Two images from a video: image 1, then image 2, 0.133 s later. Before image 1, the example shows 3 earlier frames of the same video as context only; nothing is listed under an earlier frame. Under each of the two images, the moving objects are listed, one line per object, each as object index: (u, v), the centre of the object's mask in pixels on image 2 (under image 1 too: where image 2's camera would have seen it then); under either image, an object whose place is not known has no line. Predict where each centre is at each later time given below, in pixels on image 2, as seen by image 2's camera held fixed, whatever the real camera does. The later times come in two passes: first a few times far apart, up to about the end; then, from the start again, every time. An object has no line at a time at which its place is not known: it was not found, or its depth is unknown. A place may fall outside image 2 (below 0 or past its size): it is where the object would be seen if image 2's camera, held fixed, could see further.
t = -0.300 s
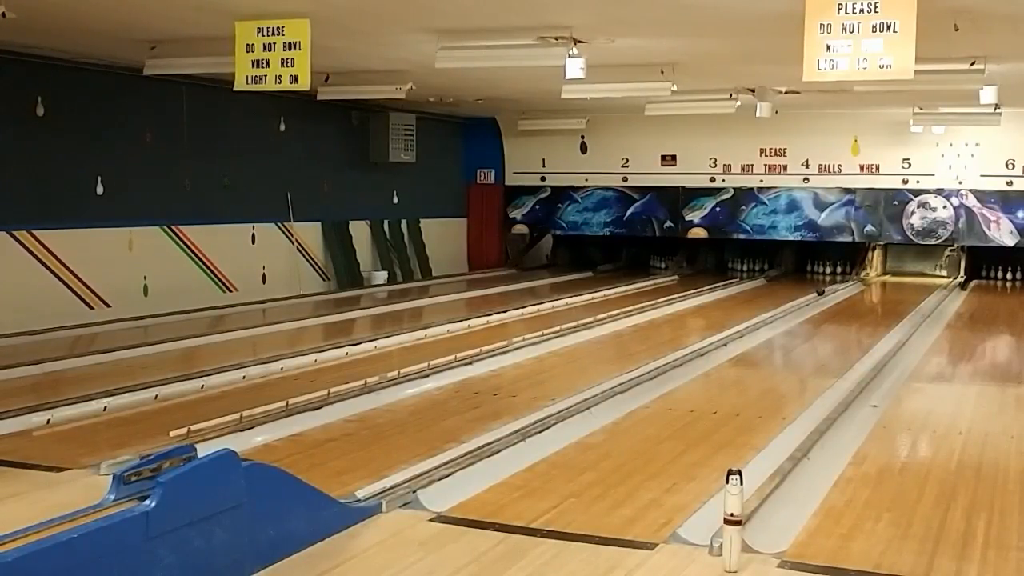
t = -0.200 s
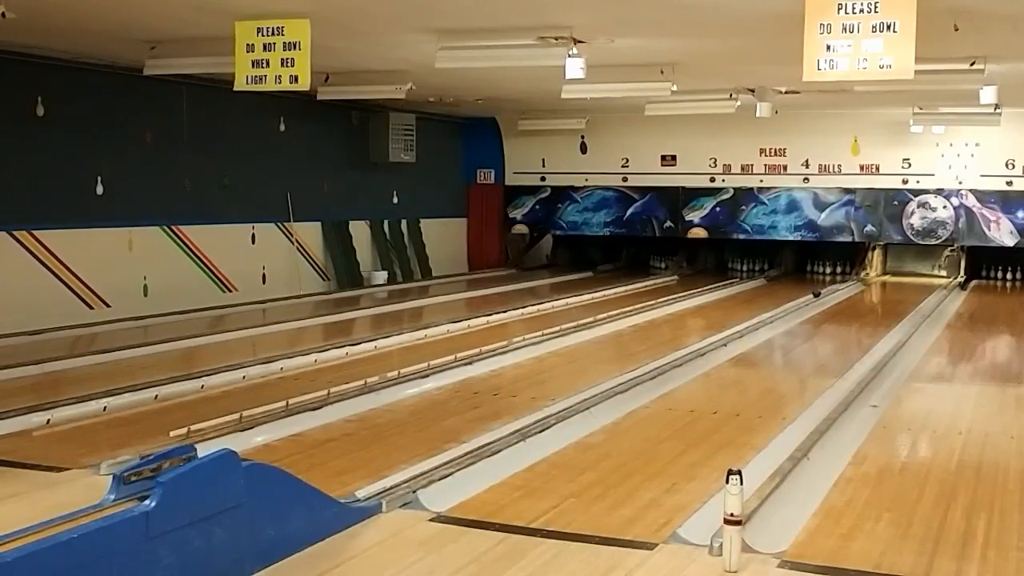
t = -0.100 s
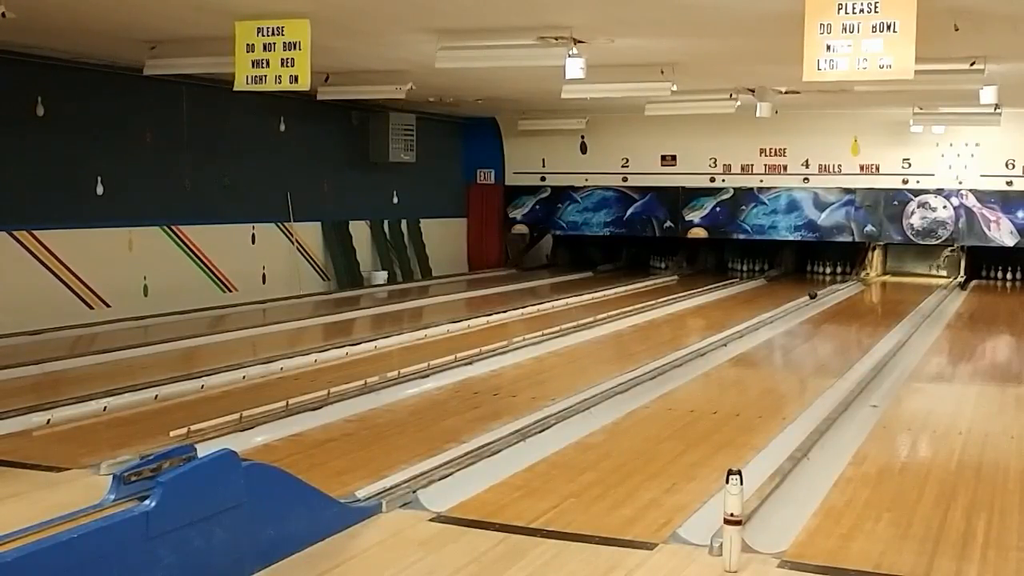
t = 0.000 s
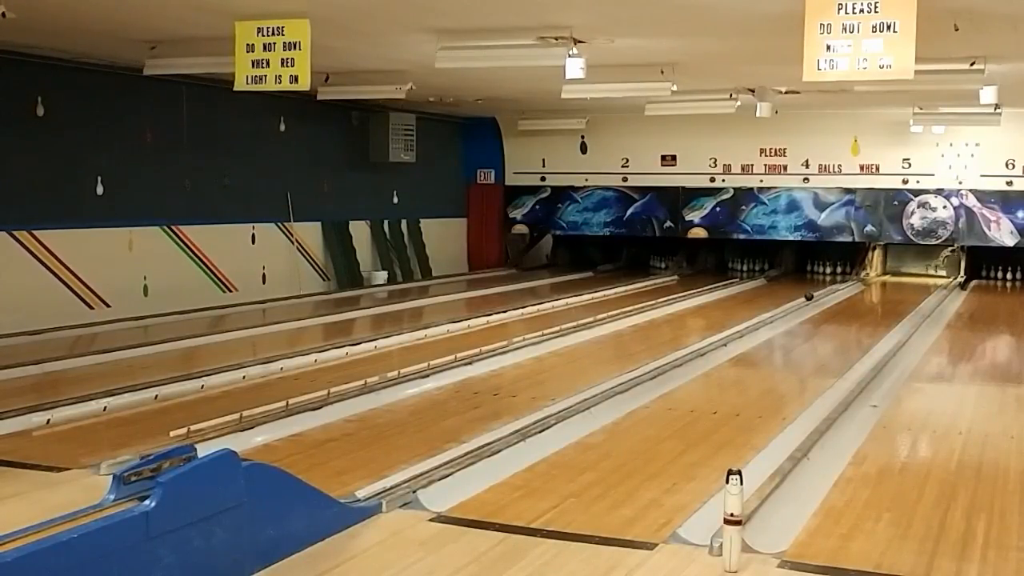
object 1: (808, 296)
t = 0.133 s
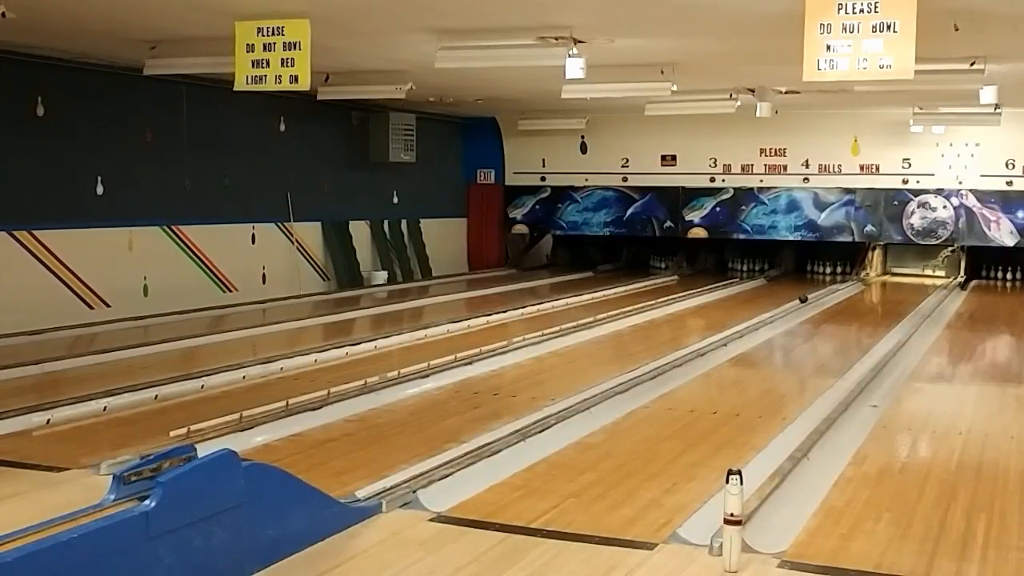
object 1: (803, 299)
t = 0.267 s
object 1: (797, 301)
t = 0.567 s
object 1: (783, 307)
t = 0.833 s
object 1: (769, 313)
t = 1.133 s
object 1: (752, 321)
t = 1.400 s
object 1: (735, 328)
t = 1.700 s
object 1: (712, 338)
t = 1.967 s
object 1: (690, 347)
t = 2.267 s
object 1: (661, 360)
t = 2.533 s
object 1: (632, 373)
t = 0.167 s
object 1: (801, 299)
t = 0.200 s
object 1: (800, 300)
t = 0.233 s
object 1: (798, 300)
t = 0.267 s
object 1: (797, 301)
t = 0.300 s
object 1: (796, 302)
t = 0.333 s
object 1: (794, 302)
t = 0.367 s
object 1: (792, 303)
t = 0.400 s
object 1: (791, 304)
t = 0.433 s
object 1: (789, 305)
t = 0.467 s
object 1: (788, 305)
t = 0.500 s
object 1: (786, 306)
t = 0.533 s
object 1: (784, 307)
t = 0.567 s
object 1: (783, 307)
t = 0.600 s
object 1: (781, 308)
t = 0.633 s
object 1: (780, 309)
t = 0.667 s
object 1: (778, 309)
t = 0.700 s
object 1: (776, 310)
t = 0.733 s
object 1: (774, 311)
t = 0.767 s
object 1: (773, 312)
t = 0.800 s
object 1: (771, 312)
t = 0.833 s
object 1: (769, 313)
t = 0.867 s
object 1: (767, 314)
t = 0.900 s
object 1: (765, 315)
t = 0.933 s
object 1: (763, 316)
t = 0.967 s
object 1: (761, 317)
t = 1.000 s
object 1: (759, 318)
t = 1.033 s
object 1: (758, 318)
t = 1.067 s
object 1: (756, 319)
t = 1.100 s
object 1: (754, 320)
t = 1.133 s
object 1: (752, 321)
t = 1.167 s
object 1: (750, 322)
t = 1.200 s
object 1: (748, 323)
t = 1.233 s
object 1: (746, 324)
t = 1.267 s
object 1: (743, 325)
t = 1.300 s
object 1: (741, 325)
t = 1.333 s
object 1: (739, 326)
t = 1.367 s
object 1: (737, 327)
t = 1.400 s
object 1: (735, 328)
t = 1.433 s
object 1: (732, 329)
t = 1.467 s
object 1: (730, 330)
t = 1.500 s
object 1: (727, 331)
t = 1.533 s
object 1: (725, 332)
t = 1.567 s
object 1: (722, 334)
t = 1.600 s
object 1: (720, 335)
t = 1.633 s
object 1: (717, 336)
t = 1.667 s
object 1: (715, 337)
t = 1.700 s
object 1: (712, 338)
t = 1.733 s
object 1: (710, 339)
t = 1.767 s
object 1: (707, 340)
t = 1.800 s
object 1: (705, 341)
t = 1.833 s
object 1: (701, 343)
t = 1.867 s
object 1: (699, 344)
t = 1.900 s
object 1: (696, 345)
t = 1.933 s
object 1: (693, 346)
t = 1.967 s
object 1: (690, 347)
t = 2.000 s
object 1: (687, 349)
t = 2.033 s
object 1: (684, 350)
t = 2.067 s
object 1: (681, 351)
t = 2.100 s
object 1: (678, 353)
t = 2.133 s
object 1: (674, 354)
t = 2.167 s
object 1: (671, 356)
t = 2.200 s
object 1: (668, 357)
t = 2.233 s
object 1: (665, 358)
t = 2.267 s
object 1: (661, 360)
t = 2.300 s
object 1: (658, 361)
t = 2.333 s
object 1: (654, 363)
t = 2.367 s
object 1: (651, 365)
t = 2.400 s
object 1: (647, 366)
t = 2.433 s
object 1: (644, 368)
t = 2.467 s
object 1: (640, 369)
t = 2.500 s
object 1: (636, 371)
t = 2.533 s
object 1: (632, 373)
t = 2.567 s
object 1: (628, 374)
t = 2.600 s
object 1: (624, 376)
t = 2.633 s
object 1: (619, 378)
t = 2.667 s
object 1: (615, 379)
